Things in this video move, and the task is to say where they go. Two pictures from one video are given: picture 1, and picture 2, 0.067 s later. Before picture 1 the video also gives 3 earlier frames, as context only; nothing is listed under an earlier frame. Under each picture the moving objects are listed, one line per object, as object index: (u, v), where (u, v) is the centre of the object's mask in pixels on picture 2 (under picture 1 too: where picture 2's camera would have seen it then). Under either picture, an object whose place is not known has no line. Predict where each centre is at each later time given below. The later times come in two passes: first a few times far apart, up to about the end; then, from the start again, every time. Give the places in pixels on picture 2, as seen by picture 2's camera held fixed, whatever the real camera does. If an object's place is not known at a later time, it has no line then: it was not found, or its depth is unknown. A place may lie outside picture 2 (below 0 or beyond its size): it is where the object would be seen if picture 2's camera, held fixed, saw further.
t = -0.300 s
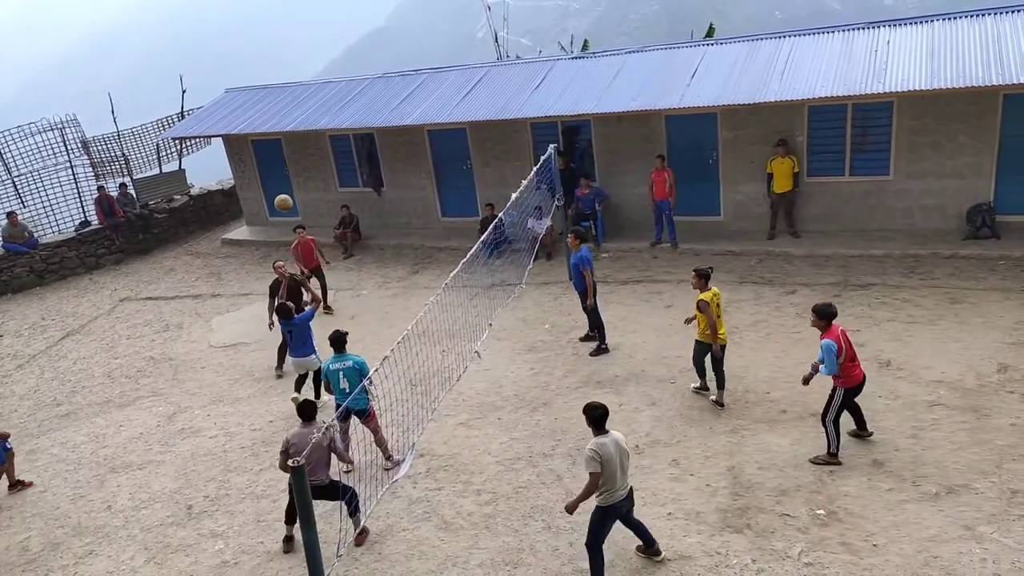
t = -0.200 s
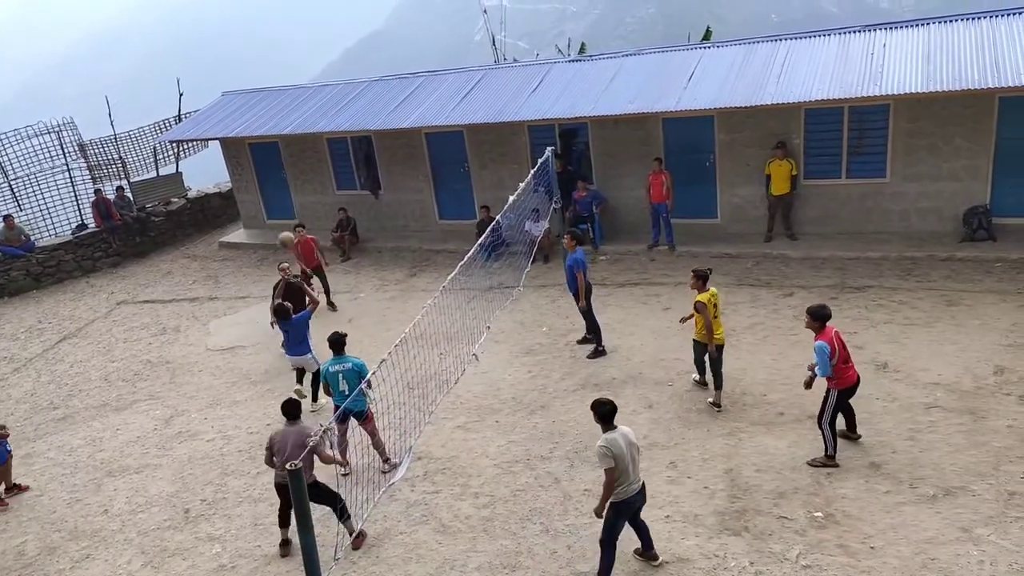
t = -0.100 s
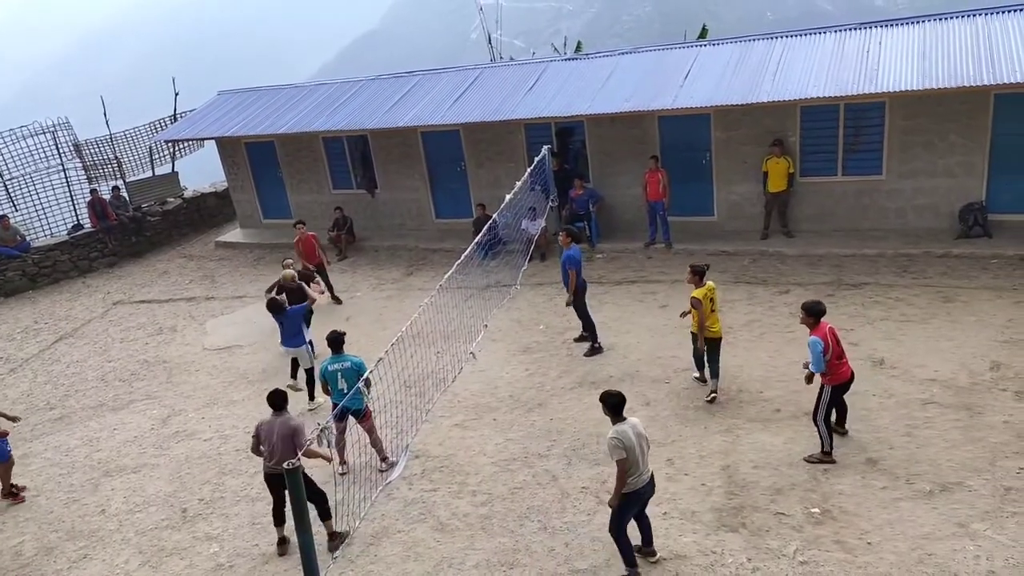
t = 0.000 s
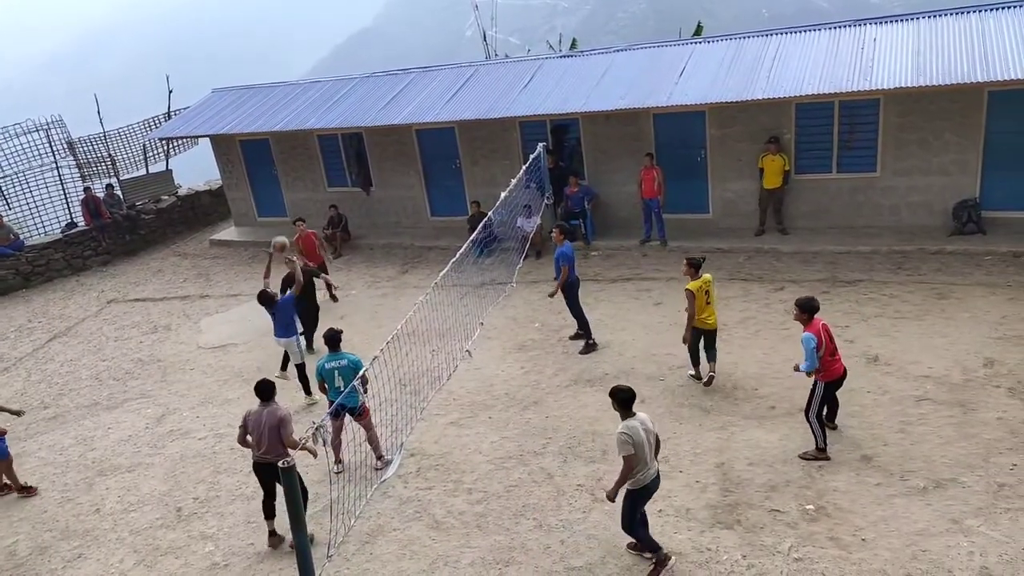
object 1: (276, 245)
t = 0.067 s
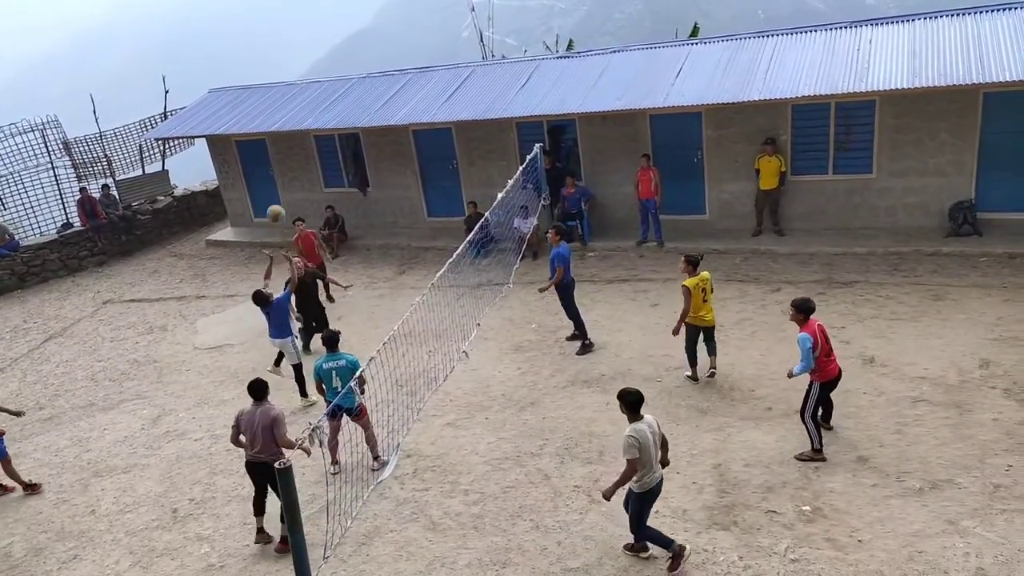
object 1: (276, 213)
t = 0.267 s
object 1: (278, 138)
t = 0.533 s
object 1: (291, 84)
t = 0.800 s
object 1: (318, 91)
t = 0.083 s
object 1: (276, 206)
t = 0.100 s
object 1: (276, 199)
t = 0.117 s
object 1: (275, 191)
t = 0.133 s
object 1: (275, 184)
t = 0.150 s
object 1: (276, 178)
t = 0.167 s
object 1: (276, 171)
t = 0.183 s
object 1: (276, 165)
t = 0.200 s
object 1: (276, 158)
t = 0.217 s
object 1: (277, 152)
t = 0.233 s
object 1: (277, 147)
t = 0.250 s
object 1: (277, 142)
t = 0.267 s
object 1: (278, 138)
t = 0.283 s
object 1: (278, 133)
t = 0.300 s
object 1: (279, 127)
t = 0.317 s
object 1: (279, 124)
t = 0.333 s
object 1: (280, 119)
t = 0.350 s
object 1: (281, 115)
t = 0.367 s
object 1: (281, 111)
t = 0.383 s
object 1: (282, 107)
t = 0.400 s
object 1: (283, 104)
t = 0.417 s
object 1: (284, 101)
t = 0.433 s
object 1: (285, 98)
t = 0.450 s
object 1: (285, 95)
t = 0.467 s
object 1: (287, 93)
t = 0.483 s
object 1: (287, 90)
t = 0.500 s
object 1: (289, 88)
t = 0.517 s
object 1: (290, 86)
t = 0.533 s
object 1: (291, 84)
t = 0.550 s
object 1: (292, 83)
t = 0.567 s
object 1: (294, 82)
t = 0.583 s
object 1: (295, 81)
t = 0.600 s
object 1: (297, 80)
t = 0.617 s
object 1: (298, 80)
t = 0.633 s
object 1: (300, 80)
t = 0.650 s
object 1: (301, 79)
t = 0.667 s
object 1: (303, 79)
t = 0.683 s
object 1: (305, 80)
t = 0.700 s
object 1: (306, 81)
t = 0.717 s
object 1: (308, 82)
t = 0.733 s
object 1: (310, 83)
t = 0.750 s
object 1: (312, 85)
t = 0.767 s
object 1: (314, 86)
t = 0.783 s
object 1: (316, 88)
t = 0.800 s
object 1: (318, 91)
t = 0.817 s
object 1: (320, 93)
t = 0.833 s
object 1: (322, 95)
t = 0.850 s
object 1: (324, 98)
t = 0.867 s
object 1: (326, 101)
